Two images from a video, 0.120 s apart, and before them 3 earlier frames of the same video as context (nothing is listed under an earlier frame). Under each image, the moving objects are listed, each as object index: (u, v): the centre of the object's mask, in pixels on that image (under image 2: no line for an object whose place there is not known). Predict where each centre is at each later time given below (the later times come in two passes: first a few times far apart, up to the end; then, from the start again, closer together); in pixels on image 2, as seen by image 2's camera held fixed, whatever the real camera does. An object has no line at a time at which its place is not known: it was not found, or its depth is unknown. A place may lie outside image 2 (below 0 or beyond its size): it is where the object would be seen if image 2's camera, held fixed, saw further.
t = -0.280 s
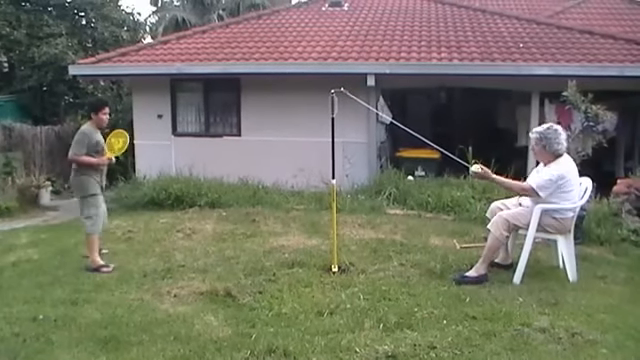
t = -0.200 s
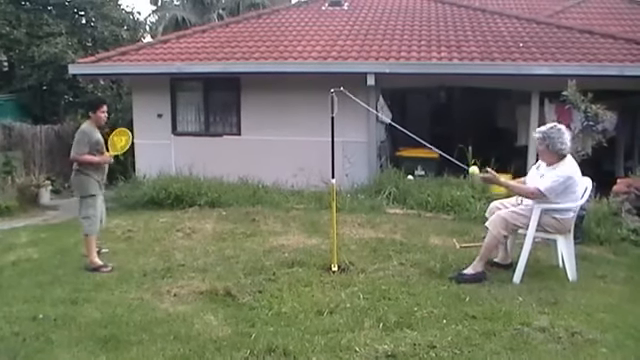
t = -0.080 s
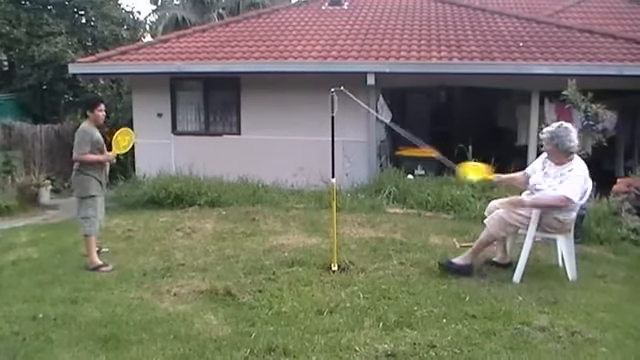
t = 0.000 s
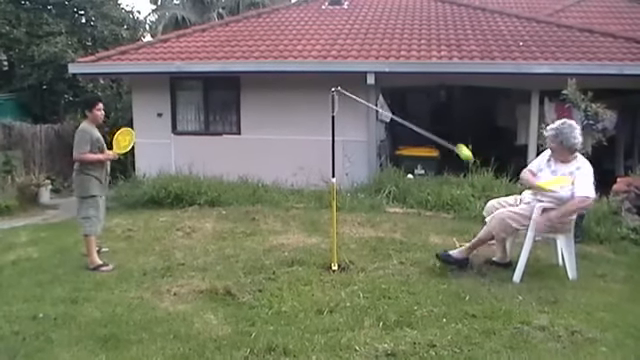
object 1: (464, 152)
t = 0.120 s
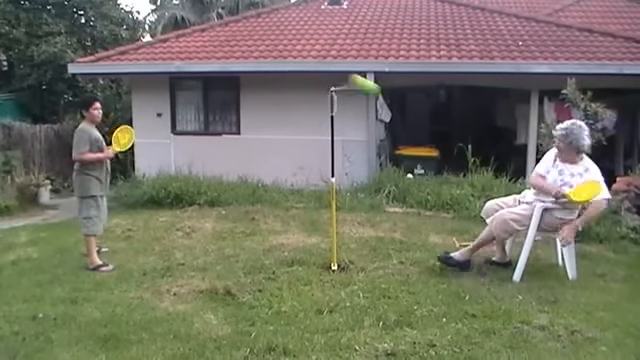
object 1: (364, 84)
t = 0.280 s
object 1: (208, 36)
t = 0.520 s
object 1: (183, 94)
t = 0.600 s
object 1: (221, 123)
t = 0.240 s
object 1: (238, 39)
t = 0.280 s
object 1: (208, 36)
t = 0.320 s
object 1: (185, 38)
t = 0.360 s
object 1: (172, 44)
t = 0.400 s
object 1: (166, 54)
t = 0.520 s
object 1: (183, 94)
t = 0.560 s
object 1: (200, 108)
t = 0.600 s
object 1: (221, 123)
